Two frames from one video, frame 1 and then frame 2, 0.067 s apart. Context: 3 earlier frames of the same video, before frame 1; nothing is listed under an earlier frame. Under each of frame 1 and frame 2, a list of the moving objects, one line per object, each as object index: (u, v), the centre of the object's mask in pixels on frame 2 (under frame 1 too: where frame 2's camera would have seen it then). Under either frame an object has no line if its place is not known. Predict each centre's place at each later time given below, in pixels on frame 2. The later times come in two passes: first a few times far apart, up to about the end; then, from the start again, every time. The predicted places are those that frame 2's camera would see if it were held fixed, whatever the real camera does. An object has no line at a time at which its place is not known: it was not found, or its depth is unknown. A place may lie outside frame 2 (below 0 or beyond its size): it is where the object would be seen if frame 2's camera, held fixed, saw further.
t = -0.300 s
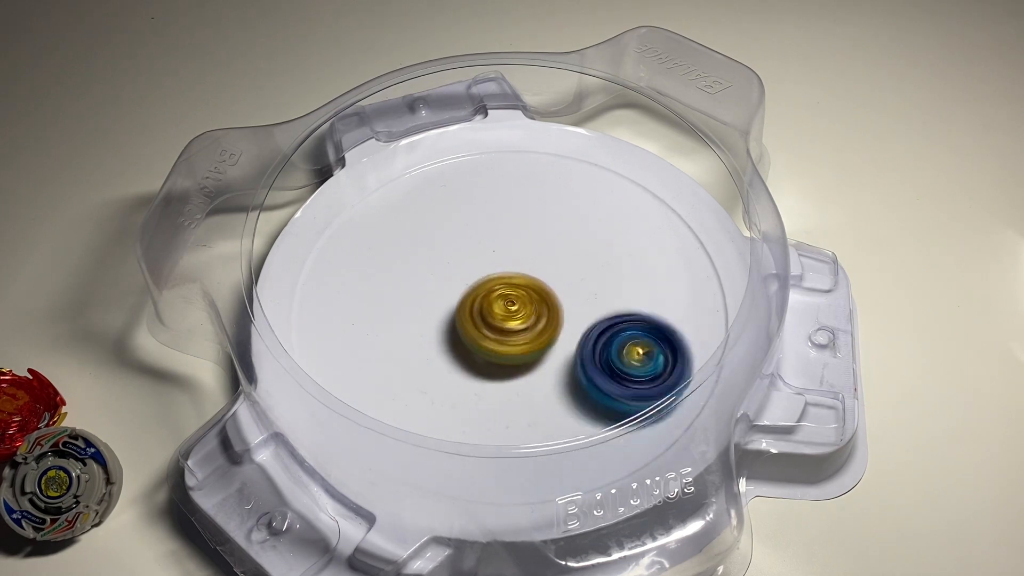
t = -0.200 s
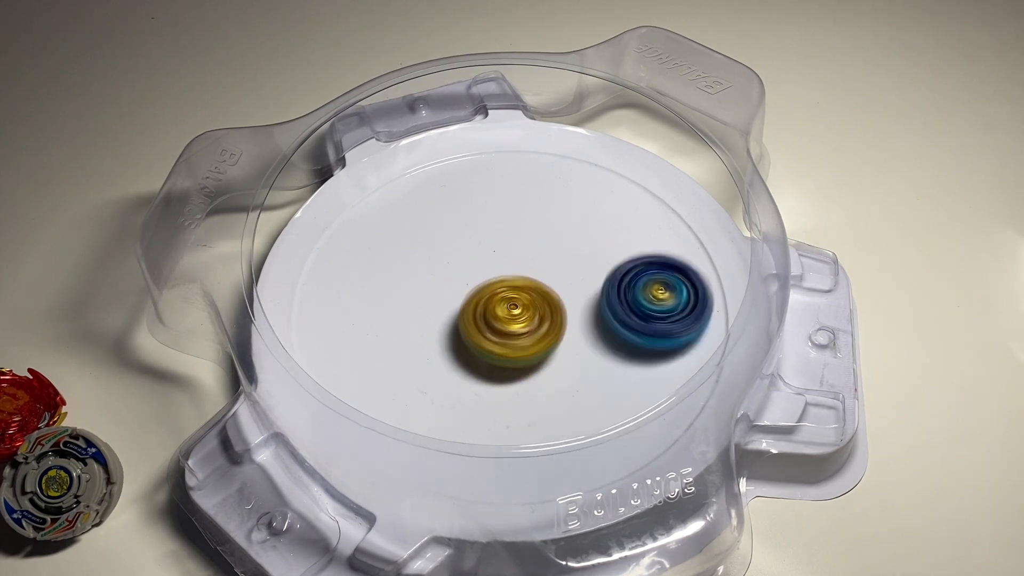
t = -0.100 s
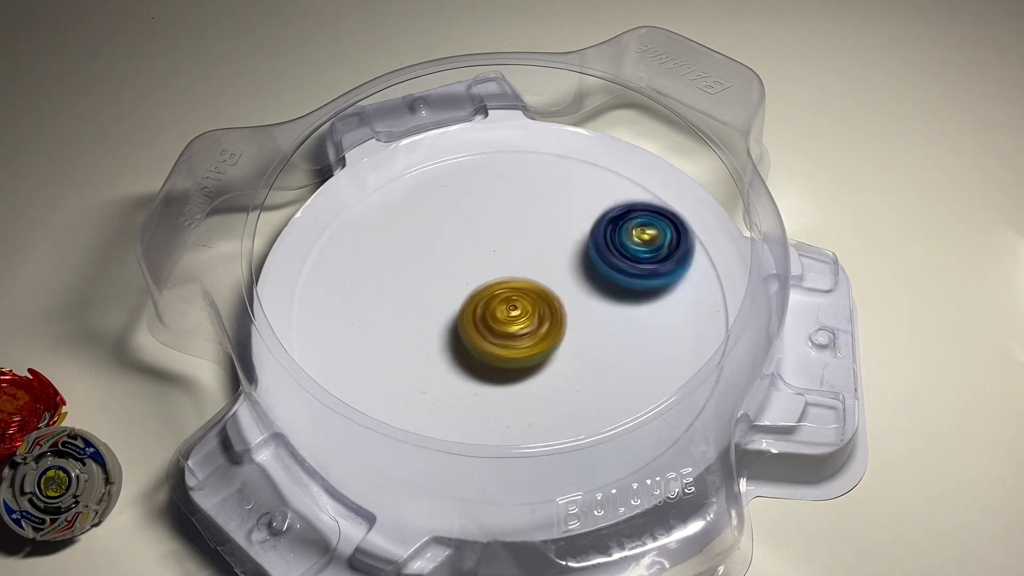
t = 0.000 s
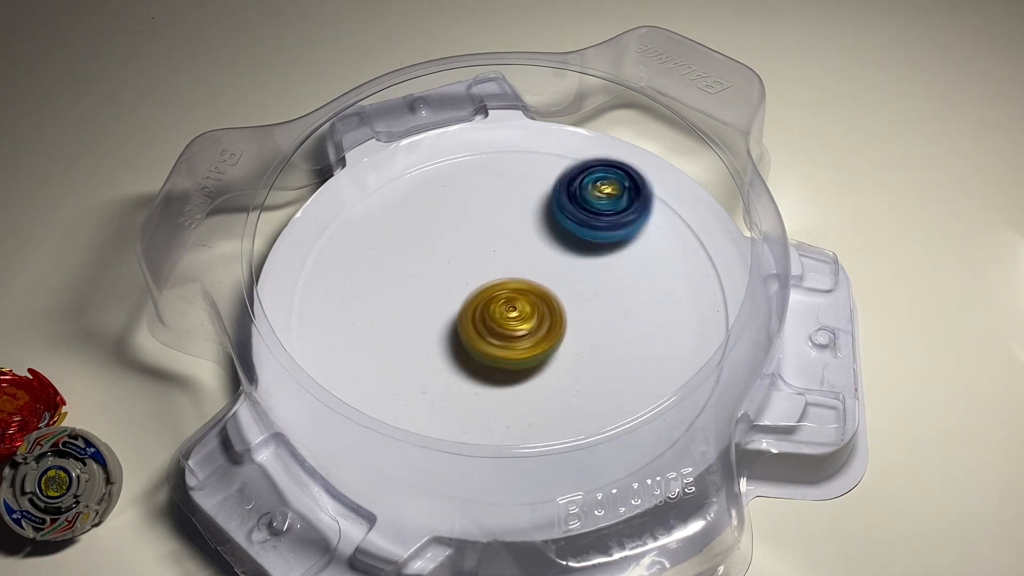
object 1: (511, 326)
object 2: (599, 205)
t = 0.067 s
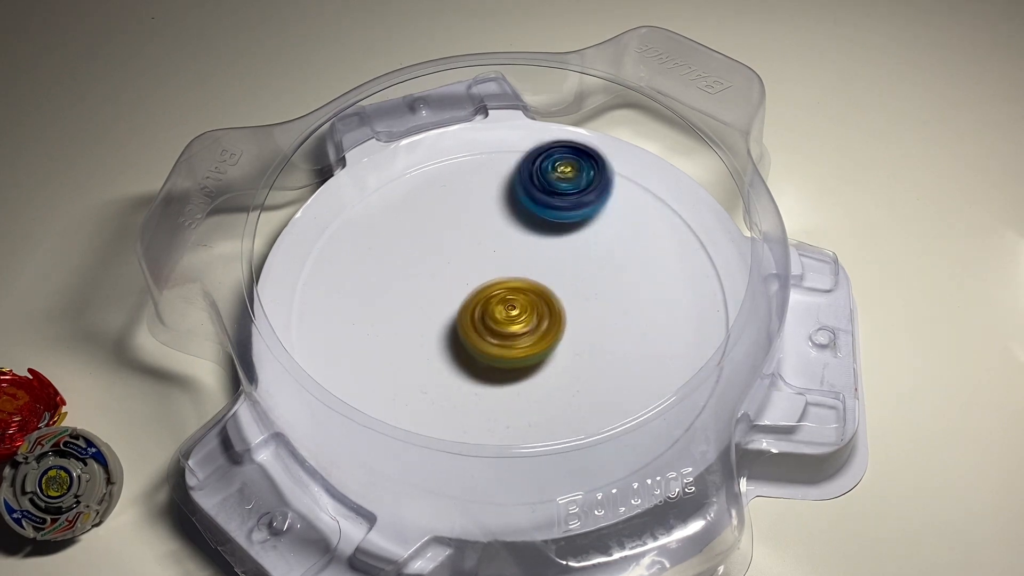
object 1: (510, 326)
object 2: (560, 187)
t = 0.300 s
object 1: (511, 322)
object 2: (409, 206)
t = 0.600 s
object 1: (515, 315)
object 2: (395, 384)
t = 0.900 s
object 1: (514, 311)
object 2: (619, 385)
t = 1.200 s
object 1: (506, 304)
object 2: (625, 227)
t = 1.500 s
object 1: (494, 292)
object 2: (437, 214)
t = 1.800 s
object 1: (492, 291)
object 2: (382, 374)
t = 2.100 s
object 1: (487, 295)
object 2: (584, 408)
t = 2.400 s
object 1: (487, 302)
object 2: (619, 257)
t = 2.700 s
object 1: (493, 308)
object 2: (454, 206)
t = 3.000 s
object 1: (501, 317)
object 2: (371, 344)
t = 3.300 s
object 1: (508, 314)
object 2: (553, 407)
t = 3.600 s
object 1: (513, 317)
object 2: (631, 275)
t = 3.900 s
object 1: (512, 314)
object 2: (487, 208)
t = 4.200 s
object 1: (503, 307)
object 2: (387, 331)
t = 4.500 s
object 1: (498, 296)
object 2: (545, 395)
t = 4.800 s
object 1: (492, 296)
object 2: (606, 277)
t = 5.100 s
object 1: (479, 328)
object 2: (491, 189)
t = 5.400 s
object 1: (480, 348)
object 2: (377, 250)
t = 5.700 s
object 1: (548, 343)
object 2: (426, 373)
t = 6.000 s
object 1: (606, 287)
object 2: (540, 364)
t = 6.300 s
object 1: (673, 238)
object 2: (482, 293)
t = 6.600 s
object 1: (578, 315)
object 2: (398, 351)
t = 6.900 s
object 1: (502, 304)
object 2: (504, 406)
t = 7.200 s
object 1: (468, 240)
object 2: (594, 327)
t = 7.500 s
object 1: (380, 206)
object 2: (597, 280)
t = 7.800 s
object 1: (431, 252)
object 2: (534, 271)
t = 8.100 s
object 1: (413, 326)
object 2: (570, 336)
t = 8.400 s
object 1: (438, 388)
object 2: (565, 334)
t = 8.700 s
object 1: (431, 381)
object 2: (509, 304)
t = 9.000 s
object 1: (453, 370)
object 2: (478, 283)
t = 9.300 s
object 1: (490, 379)
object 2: (446, 237)
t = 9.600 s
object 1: (593, 311)
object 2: (471, 294)
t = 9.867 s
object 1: (676, 269)
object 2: (548, 276)
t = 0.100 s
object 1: (510, 325)
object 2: (538, 181)
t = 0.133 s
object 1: (509, 325)
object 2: (515, 178)
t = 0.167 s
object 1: (509, 325)
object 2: (493, 178)
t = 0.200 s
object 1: (509, 325)
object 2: (470, 181)
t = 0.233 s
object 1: (510, 324)
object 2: (448, 186)
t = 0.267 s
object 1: (511, 323)
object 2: (428, 195)
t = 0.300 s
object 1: (511, 322)
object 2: (409, 206)
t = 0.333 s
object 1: (512, 320)
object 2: (393, 221)
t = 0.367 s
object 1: (512, 320)
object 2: (379, 238)
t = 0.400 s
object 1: (512, 320)
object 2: (369, 257)
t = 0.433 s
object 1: (513, 320)
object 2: (362, 278)
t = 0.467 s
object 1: (513, 320)
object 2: (359, 300)
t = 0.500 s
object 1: (514, 318)
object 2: (361, 323)
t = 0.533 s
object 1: (515, 317)
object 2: (368, 344)
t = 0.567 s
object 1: (515, 315)
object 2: (380, 364)
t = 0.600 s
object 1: (515, 315)
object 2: (395, 384)
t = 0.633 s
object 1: (514, 314)
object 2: (416, 401)
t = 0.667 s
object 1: (514, 314)
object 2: (439, 414)
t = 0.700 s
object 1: (514, 314)
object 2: (467, 421)
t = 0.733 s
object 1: (515, 312)
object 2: (494, 425)
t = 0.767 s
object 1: (516, 312)
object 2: (523, 424)
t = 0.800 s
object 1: (515, 311)
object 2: (550, 418)
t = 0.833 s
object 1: (515, 310)
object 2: (574, 408)
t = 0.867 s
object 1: (514, 310)
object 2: (598, 398)
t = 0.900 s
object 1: (514, 311)
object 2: (619, 385)
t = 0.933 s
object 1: (515, 310)
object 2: (636, 368)
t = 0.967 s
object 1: (514, 310)
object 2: (650, 351)
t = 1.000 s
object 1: (514, 309)
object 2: (659, 333)
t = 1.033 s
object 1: (512, 308)
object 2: (663, 313)
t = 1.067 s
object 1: (511, 307)
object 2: (662, 293)
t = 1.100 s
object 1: (508, 306)
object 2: (657, 274)
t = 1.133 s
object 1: (508, 306)
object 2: (649, 257)
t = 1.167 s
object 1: (506, 306)
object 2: (638, 241)
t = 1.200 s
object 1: (506, 304)
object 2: (625, 227)
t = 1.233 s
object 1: (504, 303)
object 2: (610, 215)
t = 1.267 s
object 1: (503, 301)
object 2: (590, 205)
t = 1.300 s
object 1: (501, 301)
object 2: (569, 198)
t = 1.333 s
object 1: (498, 299)
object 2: (547, 194)
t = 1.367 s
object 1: (497, 299)
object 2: (524, 192)
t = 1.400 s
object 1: (496, 298)
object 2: (501, 193)
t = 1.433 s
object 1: (496, 297)
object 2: (479, 197)
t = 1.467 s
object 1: (495, 295)
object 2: (456, 204)
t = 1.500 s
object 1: (494, 292)
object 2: (437, 214)
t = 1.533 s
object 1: (493, 291)
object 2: (418, 226)
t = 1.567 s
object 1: (493, 290)
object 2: (401, 240)
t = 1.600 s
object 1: (493, 291)
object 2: (387, 256)
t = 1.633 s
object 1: (495, 290)
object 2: (376, 274)
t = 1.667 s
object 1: (495, 292)
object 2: (369, 293)
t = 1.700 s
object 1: (495, 291)
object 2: (365, 314)
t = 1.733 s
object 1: (495, 291)
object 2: (365, 335)
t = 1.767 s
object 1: (493, 290)
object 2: (372, 354)
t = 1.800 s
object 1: (492, 291)
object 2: (382, 374)
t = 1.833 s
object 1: (491, 291)
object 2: (395, 393)
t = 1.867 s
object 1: (490, 293)
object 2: (414, 408)
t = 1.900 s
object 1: (489, 293)
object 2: (435, 421)
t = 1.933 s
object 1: (490, 294)
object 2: (459, 429)
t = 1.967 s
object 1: (489, 293)
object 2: (485, 433)
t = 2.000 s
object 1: (489, 293)
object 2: (512, 433)
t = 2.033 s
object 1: (487, 294)
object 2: (538, 429)
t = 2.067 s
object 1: (488, 295)
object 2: (562, 419)
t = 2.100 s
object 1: (487, 295)
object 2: (584, 408)
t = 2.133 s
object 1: (488, 296)
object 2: (605, 394)
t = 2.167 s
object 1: (488, 296)
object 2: (622, 378)
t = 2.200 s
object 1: (489, 295)
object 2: (634, 362)
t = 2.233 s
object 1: (487, 297)
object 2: (642, 344)
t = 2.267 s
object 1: (487, 298)
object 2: (645, 325)
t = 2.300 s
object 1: (487, 297)
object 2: (643, 306)
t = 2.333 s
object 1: (486, 299)
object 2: (638, 288)
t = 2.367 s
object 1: (486, 301)
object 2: (631, 270)
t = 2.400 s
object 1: (487, 302)
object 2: (619, 257)
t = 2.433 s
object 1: (487, 302)
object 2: (608, 241)
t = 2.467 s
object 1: (488, 303)
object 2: (595, 228)
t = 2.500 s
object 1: (487, 303)
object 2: (579, 217)
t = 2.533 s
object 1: (488, 305)
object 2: (560, 208)
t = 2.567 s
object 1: (488, 306)
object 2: (540, 202)
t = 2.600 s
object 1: (490, 307)
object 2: (518, 199)
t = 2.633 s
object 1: (491, 307)
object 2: (497, 199)
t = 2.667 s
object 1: (493, 308)
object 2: (476, 200)
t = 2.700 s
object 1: (493, 308)
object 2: (454, 206)
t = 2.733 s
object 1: (494, 309)
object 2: (435, 213)
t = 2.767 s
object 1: (494, 310)
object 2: (417, 222)
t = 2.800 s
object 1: (496, 312)
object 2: (400, 235)
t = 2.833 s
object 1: (497, 312)
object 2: (387, 249)
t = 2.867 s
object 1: (499, 314)
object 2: (376, 266)
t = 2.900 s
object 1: (500, 313)
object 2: (369, 284)
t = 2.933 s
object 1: (501, 314)
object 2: (365, 304)
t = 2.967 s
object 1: (502, 315)
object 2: (365, 323)
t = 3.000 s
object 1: (501, 317)
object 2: (371, 344)
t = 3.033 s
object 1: (504, 317)
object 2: (381, 361)
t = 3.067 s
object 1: (504, 319)
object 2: (395, 377)
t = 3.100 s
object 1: (507, 319)
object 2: (411, 394)
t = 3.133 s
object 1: (508, 319)
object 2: (433, 406)
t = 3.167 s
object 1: (510, 318)
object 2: (455, 414)
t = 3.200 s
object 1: (511, 316)
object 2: (480, 417)
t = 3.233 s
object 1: (511, 316)
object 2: (506, 416)
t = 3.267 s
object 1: (509, 313)
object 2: (530, 414)
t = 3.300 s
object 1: (508, 314)
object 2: (553, 407)
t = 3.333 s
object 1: (508, 312)
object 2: (573, 397)
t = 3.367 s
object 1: (508, 314)
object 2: (593, 387)
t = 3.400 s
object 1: (509, 312)
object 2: (609, 374)
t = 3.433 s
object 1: (509, 312)
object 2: (623, 361)
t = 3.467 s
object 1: (509, 315)
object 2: (633, 344)
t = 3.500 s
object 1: (509, 316)
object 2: (638, 327)
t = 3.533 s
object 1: (510, 317)
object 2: (639, 310)
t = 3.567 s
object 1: (512, 316)
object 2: (636, 293)
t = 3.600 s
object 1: (513, 317)
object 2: (631, 275)
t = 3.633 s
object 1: (513, 318)
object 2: (623, 260)
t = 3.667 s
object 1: (513, 319)
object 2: (613, 247)
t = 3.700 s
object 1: (514, 318)
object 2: (602, 234)
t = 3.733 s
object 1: (513, 318)
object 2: (588, 223)
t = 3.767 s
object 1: (515, 317)
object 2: (571, 214)
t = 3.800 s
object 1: (514, 317)
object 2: (551, 208)
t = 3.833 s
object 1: (514, 317)
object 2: (531, 204)
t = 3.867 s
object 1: (513, 315)
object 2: (508, 205)
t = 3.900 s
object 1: (512, 314)
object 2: (487, 208)
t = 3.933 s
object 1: (512, 313)
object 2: (467, 212)
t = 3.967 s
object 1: (510, 313)
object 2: (448, 220)
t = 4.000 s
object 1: (511, 313)
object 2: (431, 230)
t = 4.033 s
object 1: (510, 311)
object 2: (415, 243)
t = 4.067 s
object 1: (509, 310)
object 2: (402, 258)
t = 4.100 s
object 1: (508, 308)
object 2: (393, 274)
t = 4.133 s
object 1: (506, 308)
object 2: (387, 293)
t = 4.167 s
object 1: (505, 308)
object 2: (385, 312)
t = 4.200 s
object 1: (503, 307)
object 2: (387, 331)
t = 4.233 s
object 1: (503, 307)
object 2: (394, 350)
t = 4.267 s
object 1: (503, 305)
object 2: (406, 368)
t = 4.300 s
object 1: (503, 304)
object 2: (421, 381)
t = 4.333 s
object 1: (503, 302)
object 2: (439, 392)
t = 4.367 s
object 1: (500, 301)
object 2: (459, 403)
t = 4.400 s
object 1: (500, 299)
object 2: (480, 407)
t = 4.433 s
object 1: (498, 298)
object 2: (503, 407)
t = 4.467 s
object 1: (497, 298)
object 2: (524, 402)
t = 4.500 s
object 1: (498, 296)
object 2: (545, 395)
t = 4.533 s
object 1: (495, 299)
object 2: (563, 386)
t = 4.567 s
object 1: (496, 298)
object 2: (581, 376)
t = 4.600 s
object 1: (495, 296)
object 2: (597, 361)
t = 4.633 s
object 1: (495, 296)
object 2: (607, 348)
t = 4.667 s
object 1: (495, 296)
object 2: (615, 334)
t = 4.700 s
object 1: (494, 296)
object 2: (618, 319)
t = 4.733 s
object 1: (494, 296)
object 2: (617, 304)
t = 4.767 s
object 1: (492, 296)
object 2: (612, 290)
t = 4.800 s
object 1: (492, 296)
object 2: (606, 277)
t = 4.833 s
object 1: (492, 296)
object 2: (597, 266)
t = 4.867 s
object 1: (491, 296)
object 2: (589, 252)
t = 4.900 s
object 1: (490, 296)
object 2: (577, 241)
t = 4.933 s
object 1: (490, 296)
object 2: (565, 230)
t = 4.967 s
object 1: (489, 297)
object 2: (549, 223)
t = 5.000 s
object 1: (489, 297)
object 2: (533, 216)
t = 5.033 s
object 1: (485, 305)
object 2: (518, 209)
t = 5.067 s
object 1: (482, 318)
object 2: (505, 196)
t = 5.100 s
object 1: (479, 328)
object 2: (491, 189)
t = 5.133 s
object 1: (477, 336)
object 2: (477, 186)
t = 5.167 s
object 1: (477, 341)
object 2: (461, 185)
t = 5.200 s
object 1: (478, 344)
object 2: (445, 188)
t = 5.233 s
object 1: (478, 345)
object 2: (429, 192)
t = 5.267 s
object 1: (478, 346)
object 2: (415, 199)
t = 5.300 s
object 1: (479, 347)
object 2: (402, 208)
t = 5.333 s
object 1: (479, 347)
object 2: (391, 220)
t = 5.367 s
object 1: (480, 348)
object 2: (382, 235)
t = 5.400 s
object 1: (480, 348)
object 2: (377, 250)
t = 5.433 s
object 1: (481, 348)
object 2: (375, 267)
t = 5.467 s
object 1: (483, 348)
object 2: (377, 285)
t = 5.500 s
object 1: (484, 348)
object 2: (383, 303)
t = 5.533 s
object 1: (496, 352)
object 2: (381, 316)
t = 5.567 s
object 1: (514, 352)
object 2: (379, 327)
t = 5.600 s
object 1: (525, 354)
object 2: (384, 339)
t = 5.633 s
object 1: (537, 351)
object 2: (394, 352)
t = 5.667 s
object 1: (544, 345)
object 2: (408, 364)
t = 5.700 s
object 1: (548, 343)
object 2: (426, 373)
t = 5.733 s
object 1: (552, 343)
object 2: (441, 380)
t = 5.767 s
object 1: (559, 338)
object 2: (452, 385)
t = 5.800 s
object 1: (564, 331)
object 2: (467, 388)
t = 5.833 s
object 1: (572, 323)
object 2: (476, 392)
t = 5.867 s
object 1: (581, 312)
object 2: (488, 394)
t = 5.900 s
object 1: (588, 303)
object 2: (501, 392)
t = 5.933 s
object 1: (594, 296)
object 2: (514, 387)
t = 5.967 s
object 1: (600, 290)
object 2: (529, 376)
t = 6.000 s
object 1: (606, 287)
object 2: (540, 364)
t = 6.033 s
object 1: (617, 275)
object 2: (539, 361)
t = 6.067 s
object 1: (629, 262)
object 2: (541, 352)
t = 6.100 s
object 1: (640, 252)
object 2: (539, 342)
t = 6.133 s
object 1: (652, 243)
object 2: (536, 331)
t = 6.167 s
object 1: (661, 236)
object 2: (531, 320)
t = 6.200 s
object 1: (668, 232)
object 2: (521, 311)
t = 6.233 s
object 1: (672, 231)
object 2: (509, 304)
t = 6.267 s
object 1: (674, 233)
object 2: (495, 298)
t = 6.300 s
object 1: (673, 238)
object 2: (482, 293)
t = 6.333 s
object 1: (669, 246)
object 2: (466, 292)
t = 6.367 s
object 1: (662, 255)
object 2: (454, 293)
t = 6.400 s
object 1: (654, 264)
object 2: (441, 296)
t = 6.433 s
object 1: (644, 274)
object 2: (429, 301)
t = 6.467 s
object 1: (634, 281)
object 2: (419, 308)
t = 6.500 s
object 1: (621, 289)
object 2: (408, 318)
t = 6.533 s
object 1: (607, 299)
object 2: (401, 328)
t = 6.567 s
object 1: (593, 307)
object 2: (397, 339)
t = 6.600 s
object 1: (578, 315)
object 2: (398, 351)
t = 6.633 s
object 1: (562, 321)
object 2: (404, 363)
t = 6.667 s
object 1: (544, 326)
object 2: (415, 374)
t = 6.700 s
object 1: (529, 333)
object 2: (427, 382)
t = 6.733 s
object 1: (523, 328)
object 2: (432, 393)
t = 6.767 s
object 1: (517, 324)
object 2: (444, 400)
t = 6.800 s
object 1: (513, 320)
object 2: (456, 404)
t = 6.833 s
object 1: (508, 315)
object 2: (471, 406)
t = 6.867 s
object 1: (504, 309)
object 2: (488, 408)
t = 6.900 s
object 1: (502, 304)
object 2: (504, 406)
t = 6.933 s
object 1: (499, 299)
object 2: (517, 402)
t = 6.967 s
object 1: (496, 296)
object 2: (530, 392)
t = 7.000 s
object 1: (495, 293)
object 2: (541, 377)
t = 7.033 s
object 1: (488, 281)
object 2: (554, 378)
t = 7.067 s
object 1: (482, 269)
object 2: (567, 373)
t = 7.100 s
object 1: (476, 259)
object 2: (582, 360)
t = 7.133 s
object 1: (473, 251)
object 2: (588, 355)
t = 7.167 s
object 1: (470, 244)
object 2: (593, 340)
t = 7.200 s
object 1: (468, 240)
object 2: (594, 327)
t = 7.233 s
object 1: (467, 238)
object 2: (589, 313)
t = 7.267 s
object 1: (467, 238)
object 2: (581, 300)
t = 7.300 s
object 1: (469, 238)
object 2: (569, 290)
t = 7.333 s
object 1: (468, 238)
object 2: (561, 279)
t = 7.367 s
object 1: (447, 228)
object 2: (573, 282)
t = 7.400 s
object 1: (426, 222)
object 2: (584, 283)
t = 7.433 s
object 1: (408, 216)
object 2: (591, 284)
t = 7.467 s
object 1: (392, 211)
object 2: (595, 282)
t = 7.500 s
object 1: (380, 206)
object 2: (597, 280)
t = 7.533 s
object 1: (372, 202)
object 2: (596, 278)
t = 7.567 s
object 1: (368, 201)
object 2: (593, 276)
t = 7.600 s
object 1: (368, 203)
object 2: (588, 273)
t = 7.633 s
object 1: (373, 207)
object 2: (582, 271)
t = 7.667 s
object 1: (379, 214)
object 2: (574, 270)
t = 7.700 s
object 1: (388, 223)
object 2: (564, 269)
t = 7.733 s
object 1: (401, 231)
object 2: (555, 269)
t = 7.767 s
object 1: (416, 241)
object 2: (544, 270)
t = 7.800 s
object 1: (431, 252)
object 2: (534, 271)
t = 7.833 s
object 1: (426, 258)
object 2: (542, 281)
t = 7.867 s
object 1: (419, 265)
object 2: (553, 289)
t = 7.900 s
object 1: (415, 272)
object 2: (561, 297)
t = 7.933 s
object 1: (412, 279)
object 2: (566, 305)
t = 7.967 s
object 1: (411, 288)
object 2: (568, 313)
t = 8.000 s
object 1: (410, 296)
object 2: (569, 320)
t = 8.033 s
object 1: (410, 306)
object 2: (569, 326)
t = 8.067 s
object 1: (412, 316)
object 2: (570, 331)
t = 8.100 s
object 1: (413, 326)
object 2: (570, 336)
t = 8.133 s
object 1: (415, 337)
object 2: (570, 338)
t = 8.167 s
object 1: (417, 347)
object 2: (571, 341)
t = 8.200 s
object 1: (420, 357)
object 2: (572, 342)
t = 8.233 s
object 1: (422, 366)
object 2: (573, 343)
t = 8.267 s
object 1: (425, 374)
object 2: (574, 343)
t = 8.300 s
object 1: (428, 379)
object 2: (573, 342)
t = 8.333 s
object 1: (431, 384)
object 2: (572, 340)
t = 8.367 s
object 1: (435, 386)
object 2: (569, 337)
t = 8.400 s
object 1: (438, 388)
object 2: (565, 334)
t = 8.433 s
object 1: (441, 388)
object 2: (560, 329)
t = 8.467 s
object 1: (444, 387)
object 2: (550, 329)
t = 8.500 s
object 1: (447, 385)
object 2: (542, 327)
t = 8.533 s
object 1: (448, 384)
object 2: (533, 323)
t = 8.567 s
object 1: (438, 384)
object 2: (531, 320)
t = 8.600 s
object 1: (432, 384)
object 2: (529, 312)
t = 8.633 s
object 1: (430, 384)
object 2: (525, 308)
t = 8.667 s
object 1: (430, 383)
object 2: (517, 306)
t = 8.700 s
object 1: (431, 381)
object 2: (509, 304)
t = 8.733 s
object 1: (431, 381)
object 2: (501, 302)
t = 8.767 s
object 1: (437, 375)
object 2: (495, 300)
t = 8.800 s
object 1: (435, 380)
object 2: (492, 295)
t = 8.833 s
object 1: (436, 381)
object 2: (491, 290)
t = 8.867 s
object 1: (437, 380)
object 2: (489, 287)
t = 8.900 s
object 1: (440, 376)
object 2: (487, 285)
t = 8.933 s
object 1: (443, 373)
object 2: (484, 284)
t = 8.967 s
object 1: (448, 369)
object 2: (481, 284)
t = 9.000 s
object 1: (453, 370)
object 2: (478, 283)
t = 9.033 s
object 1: (455, 384)
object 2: (479, 268)
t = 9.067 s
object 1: (459, 394)
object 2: (479, 255)
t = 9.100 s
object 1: (464, 398)
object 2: (479, 244)
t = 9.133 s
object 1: (469, 399)
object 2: (474, 239)
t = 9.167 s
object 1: (472, 398)
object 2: (468, 236)
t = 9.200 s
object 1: (476, 396)
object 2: (463, 233)
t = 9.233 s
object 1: (480, 392)
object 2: (458, 232)
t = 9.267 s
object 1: (484, 384)
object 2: (452, 234)
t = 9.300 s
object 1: (490, 379)
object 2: (446, 237)
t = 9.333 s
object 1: (495, 373)
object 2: (442, 243)
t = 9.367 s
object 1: (501, 365)
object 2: (440, 252)
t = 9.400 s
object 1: (509, 355)
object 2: (441, 261)
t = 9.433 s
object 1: (518, 344)
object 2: (444, 271)
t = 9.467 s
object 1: (530, 336)
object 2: (447, 278)
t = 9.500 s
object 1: (547, 330)
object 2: (449, 280)
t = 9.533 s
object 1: (564, 323)
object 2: (453, 284)
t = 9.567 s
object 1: (579, 318)
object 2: (461, 289)
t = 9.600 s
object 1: (593, 311)
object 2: (471, 294)
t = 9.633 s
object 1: (608, 303)
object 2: (484, 297)
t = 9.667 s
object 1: (625, 295)
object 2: (497, 299)
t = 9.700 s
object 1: (639, 290)
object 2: (508, 298)
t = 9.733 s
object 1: (654, 285)
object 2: (519, 297)
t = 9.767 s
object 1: (665, 280)
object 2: (528, 293)
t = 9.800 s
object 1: (672, 276)
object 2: (536, 288)
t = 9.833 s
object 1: (676, 271)
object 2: (542, 283)
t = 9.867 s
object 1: (676, 269)
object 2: (548, 276)
